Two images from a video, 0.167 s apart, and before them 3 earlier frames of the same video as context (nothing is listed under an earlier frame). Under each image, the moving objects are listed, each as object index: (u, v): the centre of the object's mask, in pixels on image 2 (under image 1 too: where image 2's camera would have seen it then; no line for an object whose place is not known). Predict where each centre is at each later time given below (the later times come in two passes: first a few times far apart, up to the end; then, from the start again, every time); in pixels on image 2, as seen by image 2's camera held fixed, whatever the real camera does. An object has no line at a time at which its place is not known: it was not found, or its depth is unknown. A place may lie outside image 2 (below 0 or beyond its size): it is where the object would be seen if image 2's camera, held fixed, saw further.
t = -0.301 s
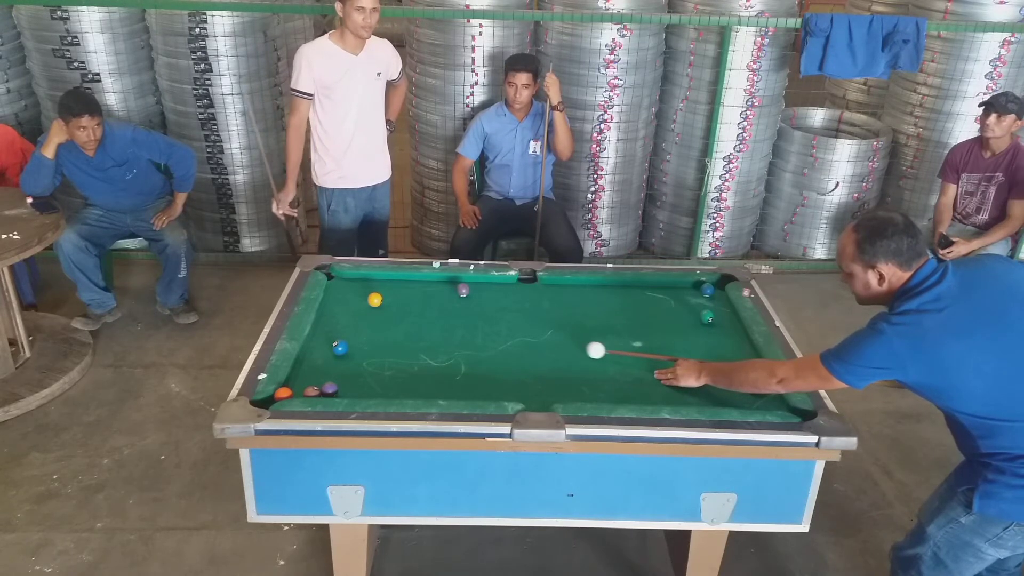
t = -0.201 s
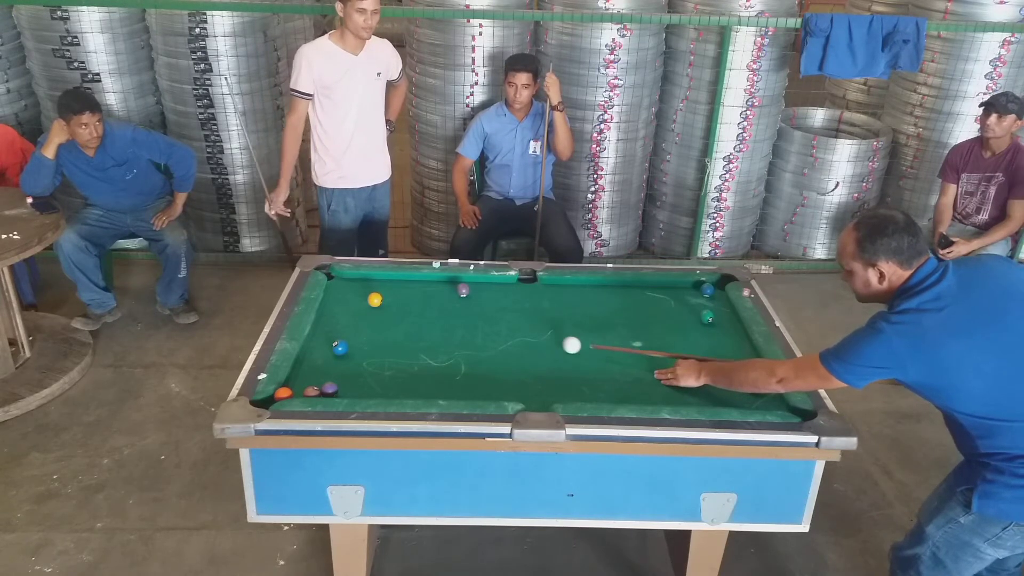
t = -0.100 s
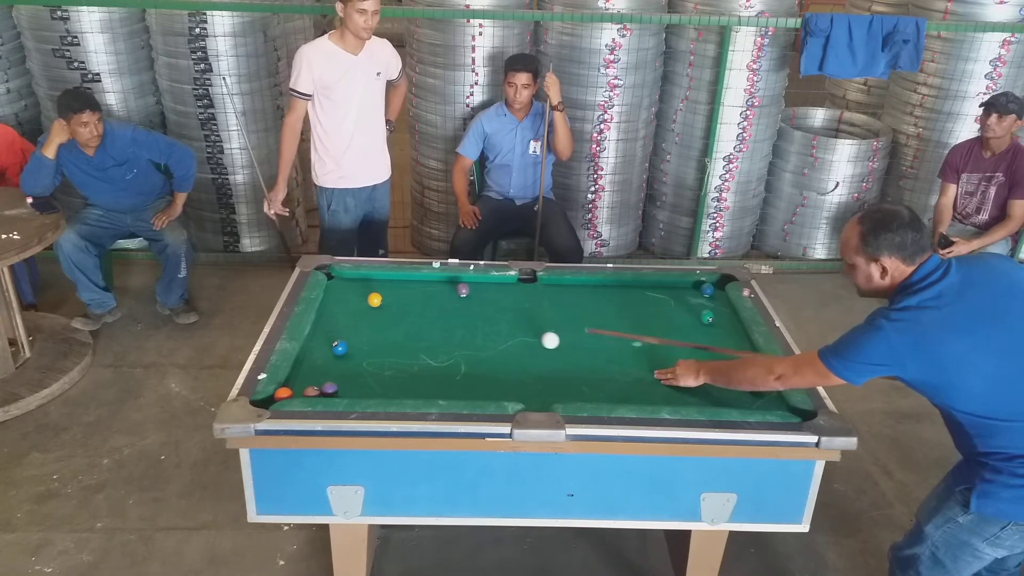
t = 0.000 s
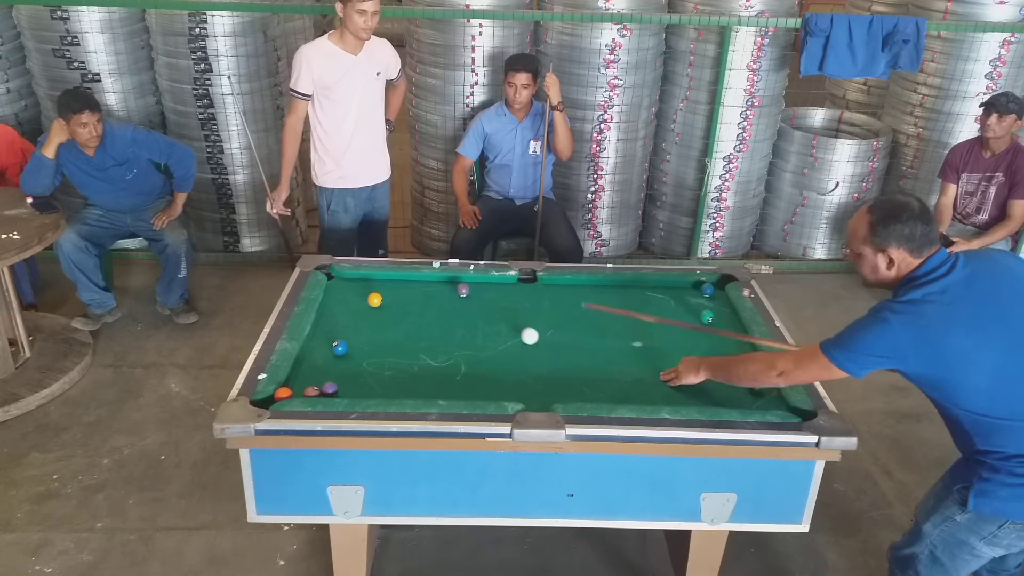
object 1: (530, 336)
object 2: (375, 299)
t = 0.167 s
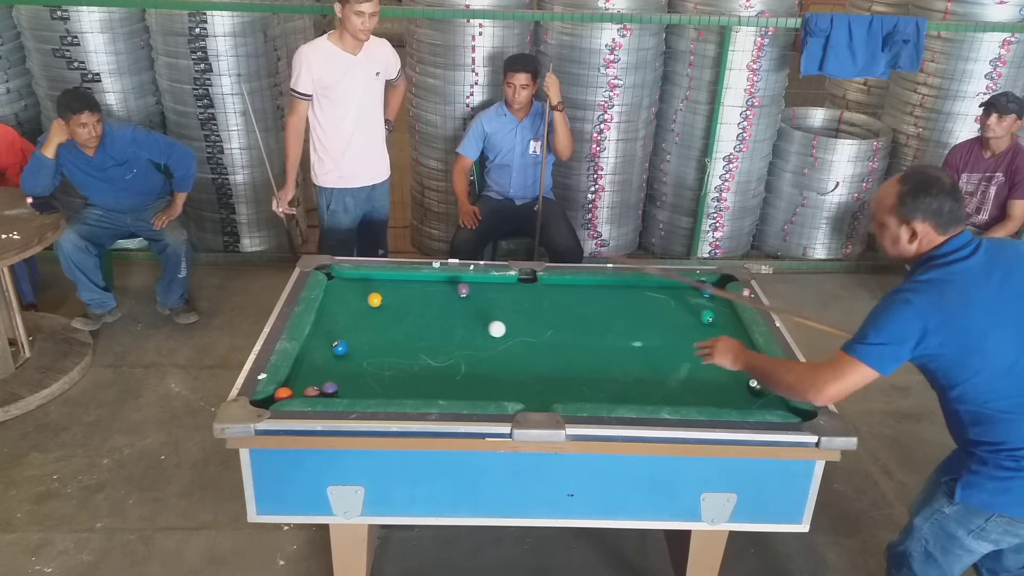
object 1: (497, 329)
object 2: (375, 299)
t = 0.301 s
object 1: (472, 323)
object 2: (375, 299)
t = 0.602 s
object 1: (420, 312)
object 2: (375, 299)
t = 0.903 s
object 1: (378, 305)
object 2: (368, 296)
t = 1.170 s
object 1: (356, 305)
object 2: (352, 288)
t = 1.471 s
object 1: (336, 305)
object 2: (335, 280)
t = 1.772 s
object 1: (328, 306)
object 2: (341, 276)
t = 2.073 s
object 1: (338, 306)
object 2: (342, 279)
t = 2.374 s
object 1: (345, 307)
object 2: (342, 281)
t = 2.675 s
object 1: (348, 307)
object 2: (342, 282)
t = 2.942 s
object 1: (350, 307)
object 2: (342, 282)
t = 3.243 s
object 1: (350, 307)
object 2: (342, 282)
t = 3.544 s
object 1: (350, 307)
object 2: (341, 282)
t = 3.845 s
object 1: (350, 307)
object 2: (342, 282)
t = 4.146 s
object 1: (350, 307)
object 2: (342, 282)
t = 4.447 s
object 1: (350, 307)
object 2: (342, 282)
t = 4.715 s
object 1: (350, 307)
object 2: (342, 282)
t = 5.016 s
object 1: (350, 307)
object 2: (342, 282)
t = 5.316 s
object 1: (350, 307)
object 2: (342, 282)
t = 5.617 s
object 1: (350, 307)
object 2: (342, 282)
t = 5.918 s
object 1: (350, 307)
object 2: (342, 282)
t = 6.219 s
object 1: (350, 307)
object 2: (342, 282)
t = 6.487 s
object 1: (350, 307)
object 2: (342, 282)
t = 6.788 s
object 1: (350, 307)
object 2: (342, 282)
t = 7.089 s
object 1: (350, 307)
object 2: (342, 282)
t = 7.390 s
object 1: (350, 307)
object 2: (342, 282)
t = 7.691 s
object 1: (350, 307)
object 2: (342, 282)
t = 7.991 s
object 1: (350, 307)
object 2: (342, 282)
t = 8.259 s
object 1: (350, 307)
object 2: (342, 282)
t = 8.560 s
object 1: (350, 307)
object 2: (342, 282)
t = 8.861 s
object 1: (350, 307)
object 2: (342, 282)
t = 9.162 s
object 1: (350, 307)
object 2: (342, 282)
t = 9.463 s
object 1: (350, 307)
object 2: (342, 282)
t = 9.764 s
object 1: (350, 307)
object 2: (342, 282)
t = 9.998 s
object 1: (350, 307)
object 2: (342, 282)
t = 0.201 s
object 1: (490, 327)
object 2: (375, 299)
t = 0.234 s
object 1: (484, 326)
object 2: (375, 299)
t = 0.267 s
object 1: (478, 325)
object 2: (375, 299)
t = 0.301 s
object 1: (472, 323)
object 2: (375, 299)
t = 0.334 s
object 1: (466, 322)
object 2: (375, 299)
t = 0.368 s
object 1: (460, 321)
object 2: (375, 299)
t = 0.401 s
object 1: (454, 320)
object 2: (375, 299)
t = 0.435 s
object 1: (448, 318)
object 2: (375, 299)
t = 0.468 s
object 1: (442, 317)
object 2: (375, 299)
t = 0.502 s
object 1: (437, 316)
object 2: (375, 299)
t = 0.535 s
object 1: (431, 315)
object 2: (375, 299)
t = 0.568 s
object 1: (426, 313)
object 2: (375, 299)
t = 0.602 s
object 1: (420, 312)
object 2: (375, 299)
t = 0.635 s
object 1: (415, 311)
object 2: (375, 299)
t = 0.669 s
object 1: (409, 310)
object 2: (375, 299)
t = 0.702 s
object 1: (404, 309)
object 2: (375, 299)
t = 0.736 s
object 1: (399, 308)
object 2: (375, 299)
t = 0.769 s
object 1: (393, 307)
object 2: (375, 299)
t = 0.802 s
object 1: (389, 306)
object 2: (374, 299)
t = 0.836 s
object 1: (384, 305)
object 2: (373, 298)
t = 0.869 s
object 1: (381, 305)
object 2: (370, 297)
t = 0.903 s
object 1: (378, 305)
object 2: (368, 296)
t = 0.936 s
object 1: (375, 305)
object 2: (366, 295)
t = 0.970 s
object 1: (372, 305)
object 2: (364, 294)
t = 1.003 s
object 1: (370, 305)
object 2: (362, 292)
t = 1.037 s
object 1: (367, 305)
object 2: (360, 292)
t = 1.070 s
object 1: (364, 305)
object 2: (358, 291)
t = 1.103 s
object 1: (362, 305)
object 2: (356, 290)
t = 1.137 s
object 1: (359, 305)
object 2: (354, 289)
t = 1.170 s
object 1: (356, 305)
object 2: (352, 288)
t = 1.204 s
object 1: (354, 305)
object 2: (350, 287)
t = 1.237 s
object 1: (351, 305)
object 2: (348, 286)
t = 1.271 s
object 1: (349, 305)
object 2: (346, 285)
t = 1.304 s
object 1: (347, 305)
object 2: (344, 284)
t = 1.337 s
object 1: (344, 305)
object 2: (342, 284)
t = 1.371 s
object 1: (342, 305)
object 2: (340, 282)
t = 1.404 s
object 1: (340, 305)
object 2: (338, 282)
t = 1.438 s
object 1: (338, 305)
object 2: (336, 281)
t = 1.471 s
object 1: (336, 305)
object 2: (335, 280)
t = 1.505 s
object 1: (333, 305)
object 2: (335, 280)
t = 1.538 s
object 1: (331, 305)
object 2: (336, 279)
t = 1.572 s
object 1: (329, 305)
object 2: (337, 278)
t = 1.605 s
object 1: (327, 305)
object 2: (338, 277)
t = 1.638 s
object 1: (325, 305)
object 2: (339, 277)
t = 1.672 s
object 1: (325, 305)
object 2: (340, 276)
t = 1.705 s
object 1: (326, 306)
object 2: (341, 276)
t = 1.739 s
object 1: (327, 305)
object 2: (341, 276)
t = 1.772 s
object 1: (328, 306)
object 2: (341, 276)
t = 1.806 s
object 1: (330, 306)
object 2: (341, 276)
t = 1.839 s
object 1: (331, 306)
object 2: (341, 277)
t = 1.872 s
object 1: (332, 306)
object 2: (341, 277)
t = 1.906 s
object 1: (333, 306)
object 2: (341, 277)
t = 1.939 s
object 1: (334, 306)
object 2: (342, 278)
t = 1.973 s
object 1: (335, 306)
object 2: (342, 278)
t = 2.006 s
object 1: (336, 306)
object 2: (342, 278)
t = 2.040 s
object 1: (337, 306)
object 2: (342, 279)
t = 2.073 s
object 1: (338, 306)
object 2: (342, 279)
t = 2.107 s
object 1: (339, 306)
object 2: (342, 279)
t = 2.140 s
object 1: (340, 306)
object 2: (342, 279)
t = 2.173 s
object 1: (340, 306)
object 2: (342, 280)
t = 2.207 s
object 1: (341, 307)
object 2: (342, 280)
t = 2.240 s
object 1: (342, 307)
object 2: (342, 280)
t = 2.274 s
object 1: (343, 307)
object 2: (342, 280)
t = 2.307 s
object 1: (343, 307)
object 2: (342, 281)
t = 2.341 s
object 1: (344, 307)
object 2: (342, 281)
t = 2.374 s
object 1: (345, 307)
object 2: (342, 281)
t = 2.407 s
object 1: (345, 307)
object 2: (342, 281)
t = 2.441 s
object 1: (346, 307)
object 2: (342, 281)
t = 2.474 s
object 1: (346, 307)
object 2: (342, 281)
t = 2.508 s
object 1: (347, 307)
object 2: (342, 282)
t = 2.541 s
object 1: (347, 307)
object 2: (342, 282)
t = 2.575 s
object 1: (347, 307)
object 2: (342, 282)
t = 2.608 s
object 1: (348, 307)
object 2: (342, 282)
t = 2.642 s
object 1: (348, 307)
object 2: (342, 282)
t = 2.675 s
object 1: (348, 307)
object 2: (342, 282)
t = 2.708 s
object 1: (349, 307)
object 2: (342, 282)
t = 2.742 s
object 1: (349, 307)
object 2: (342, 282)
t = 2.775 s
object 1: (349, 307)
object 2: (342, 282)
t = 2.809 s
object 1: (349, 307)
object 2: (342, 282)
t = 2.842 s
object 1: (350, 307)
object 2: (342, 282)
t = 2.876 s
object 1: (350, 307)
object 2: (342, 282)
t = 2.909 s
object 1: (350, 307)
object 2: (342, 282)
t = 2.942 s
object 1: (350, 307)
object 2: (342, 282)
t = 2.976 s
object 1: (350, 307)
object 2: (342, 282)
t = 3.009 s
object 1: (350, 307)
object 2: (342, 282)
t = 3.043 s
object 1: (350, 307)
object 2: (342, 282)
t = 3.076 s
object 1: (350, 307)
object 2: (342, 282)
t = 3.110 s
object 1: (350, 307)
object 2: (342, 282)
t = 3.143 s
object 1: (350, 307)
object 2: (342, 282)
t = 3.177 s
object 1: (350, 307)
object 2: (342, 282)
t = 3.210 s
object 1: (350, 307)
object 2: (342, 282)
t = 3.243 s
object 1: (350, 307)
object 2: (342, 282)
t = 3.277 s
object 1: (350, 307)
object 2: (342, 282)
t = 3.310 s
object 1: (350, 307)
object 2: (342, 282)
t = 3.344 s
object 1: (350, 307)
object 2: (342, 282)
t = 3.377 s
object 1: (350, 307)
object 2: (342, 282)
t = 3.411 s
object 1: (350, 307)
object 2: (341, 282)
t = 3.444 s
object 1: (350, 307)
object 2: (341, 282)
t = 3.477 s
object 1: (350, 307)
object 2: (341, 282)
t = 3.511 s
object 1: (350, 307)
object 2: (341, 282)
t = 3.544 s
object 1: (350, 307)
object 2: (341, 282)
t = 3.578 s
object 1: (350, 307)
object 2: (342, 282)
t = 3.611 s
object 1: (350, 307)
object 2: (341, 282)
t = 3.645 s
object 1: (350, 307)
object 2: (341, 282)
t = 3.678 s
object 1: (350, 307)
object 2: (342, 282)
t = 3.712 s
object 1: (350, 307)
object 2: (342, 282)
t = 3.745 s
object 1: (350, 307)
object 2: (342, 282)
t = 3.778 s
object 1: (350, 307)
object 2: (342, 282)
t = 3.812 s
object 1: (350, 307)
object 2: (342, 282)
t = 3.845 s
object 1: (350, 307)
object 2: (342, 282)
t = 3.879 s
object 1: (350, 307)
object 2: (342, 282)
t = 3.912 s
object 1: (350, 307)
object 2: (342, 282)
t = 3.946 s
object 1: (350, 307)
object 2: (342, 282)
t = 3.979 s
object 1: (350, 307)
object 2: (342, 282)
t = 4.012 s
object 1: (350, 307)
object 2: (342, 282)
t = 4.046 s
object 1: (350, 307)
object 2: (342, 282)
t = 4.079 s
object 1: (350, 307)
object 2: (342, 282)
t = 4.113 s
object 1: (350, 307)
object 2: (342, 282)
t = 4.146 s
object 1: (350, 307)
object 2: (342, 282)
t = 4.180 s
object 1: (350, 307)
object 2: (342, 282)
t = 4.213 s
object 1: (350, 307)
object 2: (342, 282)
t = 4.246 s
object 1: (350, 307)
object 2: (342, 282)
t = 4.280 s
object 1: (350, 307)
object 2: (342, 282)
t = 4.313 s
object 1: (350, 307)
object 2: (342, 282)
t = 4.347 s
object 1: (350, 307)
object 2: (342, 282)
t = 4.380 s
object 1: (350, 307)
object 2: (342, 282)
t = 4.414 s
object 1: (350, 307)
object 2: (342, 282)
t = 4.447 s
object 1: (350, 307)
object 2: (342, 282)
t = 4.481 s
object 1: (350, 307)
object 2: (342, 282)
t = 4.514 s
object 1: (350, 307)
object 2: (342, 282)
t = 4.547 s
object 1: (350, 307)
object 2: (342, 282)
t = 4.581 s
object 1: (350, 307)
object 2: (342, 282)
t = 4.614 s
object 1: (350, 307)
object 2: (342, 282)
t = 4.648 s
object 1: (350, 307)
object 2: (342, 282)
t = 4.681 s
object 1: (350, 307)
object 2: (342, 282)
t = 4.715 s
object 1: (350, 307)
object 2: (342, 282)
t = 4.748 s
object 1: (350, 307)
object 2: (342, 282)
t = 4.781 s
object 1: (350, 307)
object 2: (342, 282)
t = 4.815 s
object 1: (350, 307)
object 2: (342, 282)
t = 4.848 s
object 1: (350, 307)
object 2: (342, 282)
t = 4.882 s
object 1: (350, 307)
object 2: (342, 282)
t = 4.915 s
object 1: (350, 307)
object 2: (342, 282)
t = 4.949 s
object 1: (350, 307)
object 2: (342, 282)
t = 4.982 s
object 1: (350, 307)
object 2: (342, 282)
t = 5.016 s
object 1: (350, 307)
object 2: (342, 282)
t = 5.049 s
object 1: (350, 307)
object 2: (342, 282)
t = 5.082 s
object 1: (350, 307)
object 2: (342, 282)
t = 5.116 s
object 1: (350, 307)
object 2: (342, 282)
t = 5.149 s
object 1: (350, 307)
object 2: (342, 282)
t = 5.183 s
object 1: (350, 307)
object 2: (342, 282)
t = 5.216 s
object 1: (350, 307)
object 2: (342, 282)
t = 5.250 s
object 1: (350, 307)
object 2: (342, 282)
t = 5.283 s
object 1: (350, 307)
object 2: (342, 282)
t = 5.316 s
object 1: (350, 307)
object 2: (342, 282)
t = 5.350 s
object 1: (350, 307)
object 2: (342, 282)
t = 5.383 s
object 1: (350, 307)
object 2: (342, 282)
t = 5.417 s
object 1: (350, 307)
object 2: (342, 282)
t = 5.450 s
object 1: (350, 307)
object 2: (342, 282)
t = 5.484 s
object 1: (350, 307)
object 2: (342, 282)
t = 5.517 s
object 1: (350, 307)
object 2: (342, 282)
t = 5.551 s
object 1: (350, 307)
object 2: (342, 282)
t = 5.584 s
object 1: (350, 307)
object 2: (342, 282)
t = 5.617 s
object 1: (350, 307)
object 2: (342, 282)
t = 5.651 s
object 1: (350, 307)
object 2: (342, 282)
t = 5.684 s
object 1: (350, 307)
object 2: (342, 282)
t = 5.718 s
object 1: (350, 307)
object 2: (342, 282)
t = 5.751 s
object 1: (350, 307)
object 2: (342, 282)
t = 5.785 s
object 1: (350, 307)
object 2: (342, 282)
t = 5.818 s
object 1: (350, 307)
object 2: (342, 282)
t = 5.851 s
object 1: (350, 307)
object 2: (342, 282)
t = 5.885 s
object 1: (350, 307)
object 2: (342, 282)
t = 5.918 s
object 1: (350, 307)
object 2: (342, 282)
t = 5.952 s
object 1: (350, 307)
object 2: (342, 282)
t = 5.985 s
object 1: (350, 307)
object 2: (342, 282)
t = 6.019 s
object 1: (350, 307)
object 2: (342, 282)
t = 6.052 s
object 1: (350, 307)
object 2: (342, 282)
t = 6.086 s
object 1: (350, 307)
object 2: (342, 282)
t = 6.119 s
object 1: (350, 307)
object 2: (342, 282)
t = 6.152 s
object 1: (350, 307)
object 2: (342, 282)
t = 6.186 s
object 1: (350, 307)
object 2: (341, 282)
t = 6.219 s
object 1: (350, 307)
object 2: (342, 282)
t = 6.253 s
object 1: (350, 307)
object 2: (342, 282)
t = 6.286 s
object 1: (350, 307)
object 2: (342, 282)
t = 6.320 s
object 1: (350, 307)
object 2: (342, 282)
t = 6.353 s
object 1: (350, 307)
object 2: (342, 282)
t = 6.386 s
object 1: (350, 307)
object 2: (342, 282)
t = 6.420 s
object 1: (350, 307)
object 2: (342, 282)
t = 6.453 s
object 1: (350, 307)
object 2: (342, 282)
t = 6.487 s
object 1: (350, 307)
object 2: (342, 282)
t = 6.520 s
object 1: (350, 307)
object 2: (341, 282)
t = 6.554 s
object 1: (350, 307)
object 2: (342, 282)
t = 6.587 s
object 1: (350, 307)
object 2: (341, 282)
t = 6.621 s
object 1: (350, 307)
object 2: (342, 282)
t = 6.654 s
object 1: (350, 307)
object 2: (342, 282)
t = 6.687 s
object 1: (350, 307)
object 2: (341, 282)
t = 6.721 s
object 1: (350, 307)
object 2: (342, 282)
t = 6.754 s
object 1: (350, 307)
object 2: (342, 282)
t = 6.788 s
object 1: (350, 307)
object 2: (342, 282)
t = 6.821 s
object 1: (350, 307)
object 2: (342, 282)
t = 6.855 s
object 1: (350, 307)
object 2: (342, 282)
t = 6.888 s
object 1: (350, 307)
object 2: (342, 282)
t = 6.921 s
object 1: (350, 307)
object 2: (342, 282)
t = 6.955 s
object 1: (350, 307)
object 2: (342, 282)
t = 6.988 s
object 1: (350, 307)
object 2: (342, 282)
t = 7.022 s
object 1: (350, 307)
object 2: (342, 282)
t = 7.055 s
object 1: (350, 307)
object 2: (342, 282)
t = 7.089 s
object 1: (350, 307)
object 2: (342, 282)
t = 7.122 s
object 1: (350, 307)
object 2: (342, 282)
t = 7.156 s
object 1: (350, 307)
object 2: (342, 282)
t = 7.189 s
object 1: (350, 307)
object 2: (342, 282)
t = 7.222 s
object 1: (350, 307)
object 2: (342, 282)
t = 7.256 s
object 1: (350, 307)
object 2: (342, 282)
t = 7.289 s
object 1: (350, 307)
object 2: (342, 282)
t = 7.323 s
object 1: (350, 307)
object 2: (342, 282)
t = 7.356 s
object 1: (350, 307)
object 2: (342, 282)
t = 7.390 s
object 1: (350, 307)
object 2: (342, 282)
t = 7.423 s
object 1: (350, 307)
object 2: (342, 282)
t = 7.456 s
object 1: (350, 307)
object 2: (342, 282)
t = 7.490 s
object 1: (350, 307)
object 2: (342, 282)
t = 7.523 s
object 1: (350, 307)
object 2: (342, 282)
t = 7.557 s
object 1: (350, 307)
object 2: (342, 282)
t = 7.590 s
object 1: (350, 307)
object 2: (342, 282)
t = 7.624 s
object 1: (350, 307)
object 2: (342, 282)
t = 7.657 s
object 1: (350, 307)
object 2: (342, 282)
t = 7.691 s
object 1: (350, 307)
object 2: (342, 282)
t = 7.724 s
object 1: (350, 307)
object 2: (342, 282)
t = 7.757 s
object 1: (350, 307)
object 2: (342, 282)
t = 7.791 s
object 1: (350, 307)
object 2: (342, 282)
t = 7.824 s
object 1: (350, 307)
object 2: (342, 282)
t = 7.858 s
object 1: (350, 307)
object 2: (342, 282)
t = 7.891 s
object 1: (350, 307)
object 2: (342, 282)
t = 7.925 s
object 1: (350, 307)
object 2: (342, 282)
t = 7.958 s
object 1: (350, 307)
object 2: (342, 282)
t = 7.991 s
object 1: (350, 307)
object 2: (342, 282)
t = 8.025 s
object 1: (350, 307)
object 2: (342, 282)
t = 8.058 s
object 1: (350, 307)
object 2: (342, 282)
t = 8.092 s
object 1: (350, 307)
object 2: (342, 282)
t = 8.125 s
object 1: (350, 307)
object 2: (342, 282)
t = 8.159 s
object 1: (350, 307)
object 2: (342, 282)
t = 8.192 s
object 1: (350, 307)
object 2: (342, 282)
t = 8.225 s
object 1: (350, 307)
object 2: (342, 282)
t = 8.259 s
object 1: (350, 307)
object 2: (342, 282)
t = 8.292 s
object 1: (350, 307)
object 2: (342, 282)
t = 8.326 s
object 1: (350, 307)
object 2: (342, 282)
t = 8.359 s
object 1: (350, 307)
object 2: (342, 282)
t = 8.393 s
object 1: (350, 307)
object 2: (342, 282)
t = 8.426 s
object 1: (350, 307)
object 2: (342, 282)
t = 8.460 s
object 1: (350, 307)
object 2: (342, 282)
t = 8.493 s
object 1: (350, 307)
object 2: (342, 282)
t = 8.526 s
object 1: (350, 307)
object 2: (342, 282)
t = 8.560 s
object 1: (350, 307)
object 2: (342, 282)
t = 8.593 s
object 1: (350, 307)
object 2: (342, 282)
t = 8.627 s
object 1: (350, 307)
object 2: (342, 282)
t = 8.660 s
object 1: (350, 307)
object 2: (342, 282)
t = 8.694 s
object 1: (350, 307)
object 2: (342, 282)
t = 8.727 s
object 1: (350, 307)
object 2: (342, 282)
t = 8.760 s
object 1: (350, 307)
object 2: (342, 282)
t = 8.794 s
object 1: (350, 307)
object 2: (342, 282)
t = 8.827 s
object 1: (350, 307)
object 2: (342, 282)
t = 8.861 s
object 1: (350, 307)
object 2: (342, 282)
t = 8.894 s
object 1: (350, 307)
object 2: (342, 282)
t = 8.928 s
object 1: (350, 307)
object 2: (342, 282)
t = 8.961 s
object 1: (350, 307)
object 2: (342, 282)
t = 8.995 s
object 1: (350, 307)
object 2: (342, 282)
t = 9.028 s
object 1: (350, 307)
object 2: (342, 282)
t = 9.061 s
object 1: (350, 307)
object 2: (342, 282)
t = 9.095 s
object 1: (350, 307)
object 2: (342, 282)
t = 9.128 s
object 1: (350, 307)
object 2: (342, 282)
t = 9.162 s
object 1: (350, 307)
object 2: (342, 282)
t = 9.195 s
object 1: (350, 307)
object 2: (342, 282)
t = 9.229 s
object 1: (350, 307)
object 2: (342, 282)
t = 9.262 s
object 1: (350, 307)
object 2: (342, 282)
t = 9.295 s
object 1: (350, 307)
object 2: (342, 282)
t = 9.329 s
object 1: (350, 307)
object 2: (342, 282)
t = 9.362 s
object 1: (350, 307)
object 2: (342, 282)
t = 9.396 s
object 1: (350, 307)
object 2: (342, 282)
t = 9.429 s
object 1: (350, 307)
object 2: (342, 282)
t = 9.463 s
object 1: (350, 307)
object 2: (342, 282)
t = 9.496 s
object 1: (350, 307)
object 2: (342, 282)
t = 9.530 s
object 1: (350, 307)
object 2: (342, 282)
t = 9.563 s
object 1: (350, 307)
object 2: (342, 282)
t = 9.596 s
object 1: (350, 307)
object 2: (342, 282)
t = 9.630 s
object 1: (350, 307)
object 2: (342, 282)
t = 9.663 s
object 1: (350, 307)
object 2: (342, 282)
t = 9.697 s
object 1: (350, 307)
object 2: (342, 282)
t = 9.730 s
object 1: (350, 307)
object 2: (342, 282)
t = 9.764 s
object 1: (350, 307)
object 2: (342, 282)
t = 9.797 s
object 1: (350, 307)
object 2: (342, 282)
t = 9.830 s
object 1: (350, 307)
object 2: (342, 282)
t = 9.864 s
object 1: (350, 307)
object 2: (342, 282)
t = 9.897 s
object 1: (350, 307)
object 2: (342, 282)
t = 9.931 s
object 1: (350, 307)
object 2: (342, 282)
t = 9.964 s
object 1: (350, 307)
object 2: (342, 282)
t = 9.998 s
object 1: (350, 307)
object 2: (342, 282)
